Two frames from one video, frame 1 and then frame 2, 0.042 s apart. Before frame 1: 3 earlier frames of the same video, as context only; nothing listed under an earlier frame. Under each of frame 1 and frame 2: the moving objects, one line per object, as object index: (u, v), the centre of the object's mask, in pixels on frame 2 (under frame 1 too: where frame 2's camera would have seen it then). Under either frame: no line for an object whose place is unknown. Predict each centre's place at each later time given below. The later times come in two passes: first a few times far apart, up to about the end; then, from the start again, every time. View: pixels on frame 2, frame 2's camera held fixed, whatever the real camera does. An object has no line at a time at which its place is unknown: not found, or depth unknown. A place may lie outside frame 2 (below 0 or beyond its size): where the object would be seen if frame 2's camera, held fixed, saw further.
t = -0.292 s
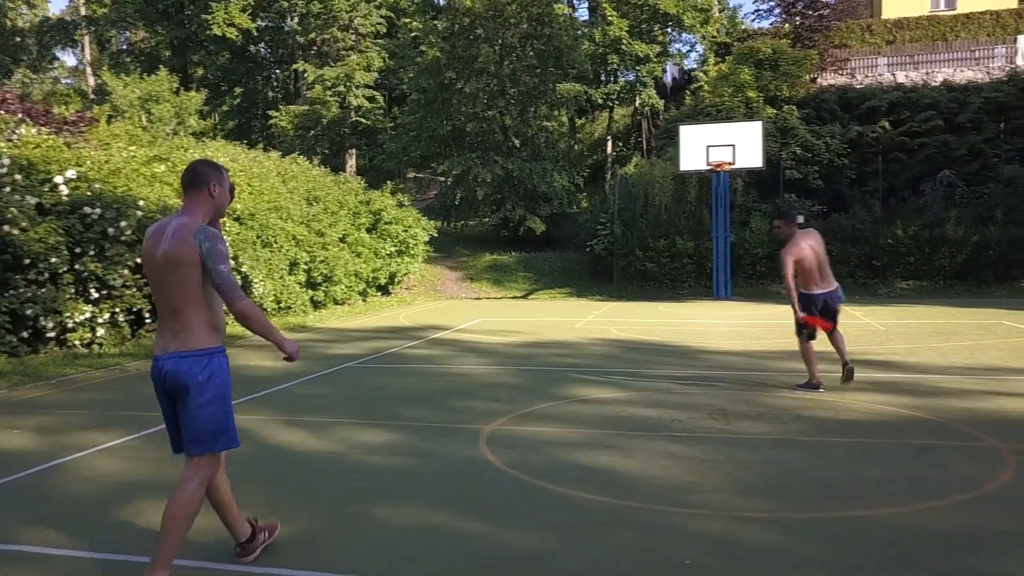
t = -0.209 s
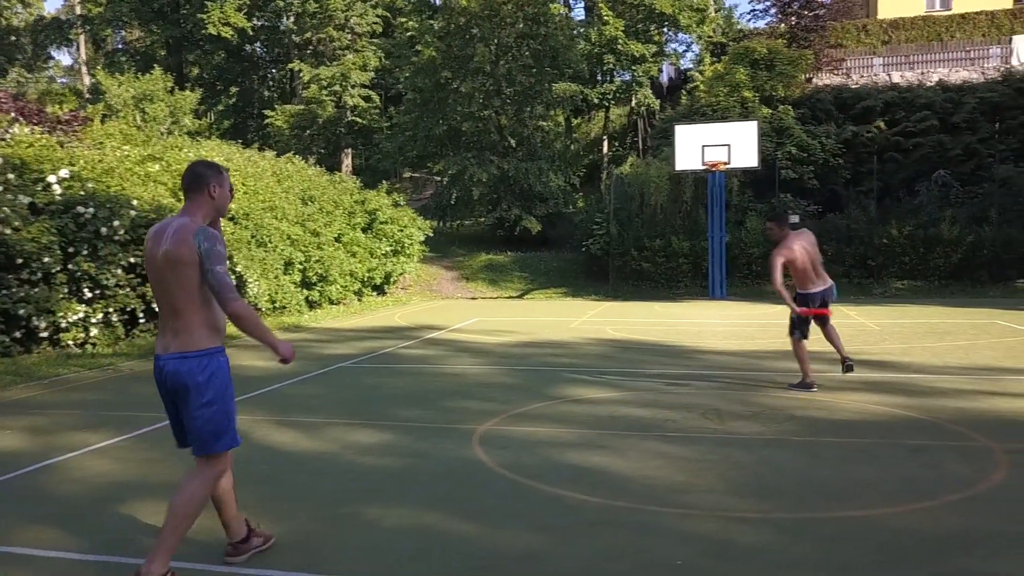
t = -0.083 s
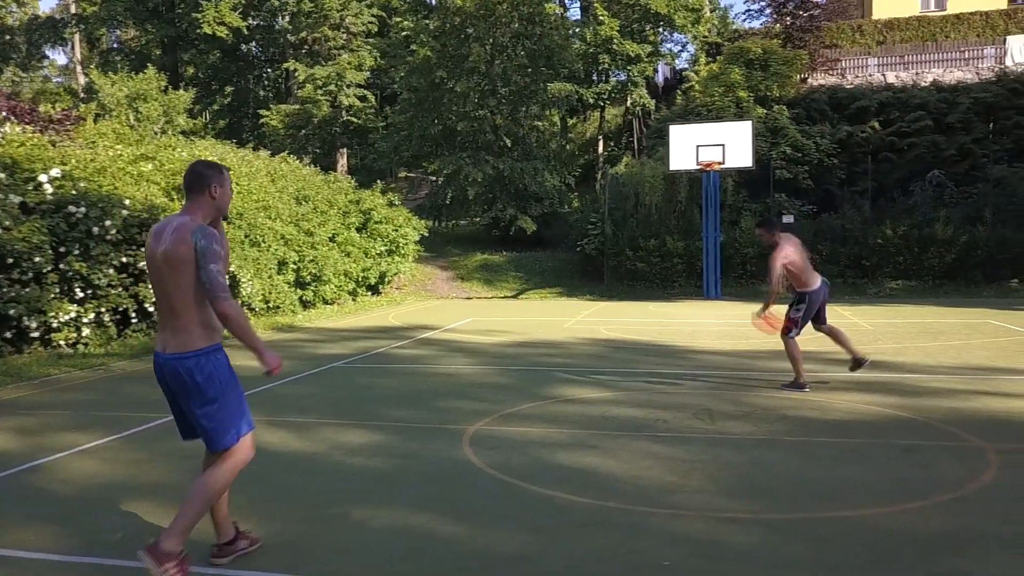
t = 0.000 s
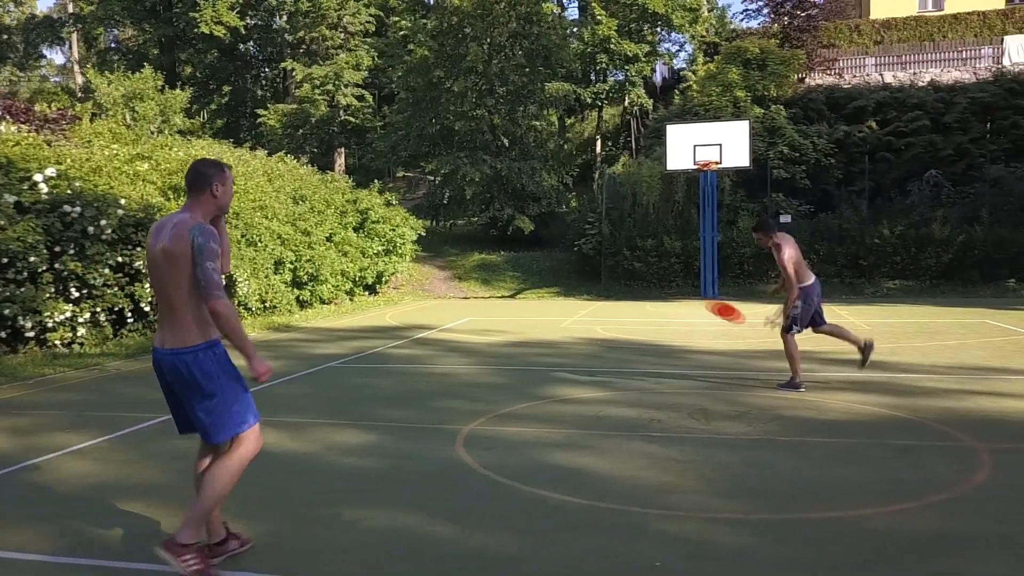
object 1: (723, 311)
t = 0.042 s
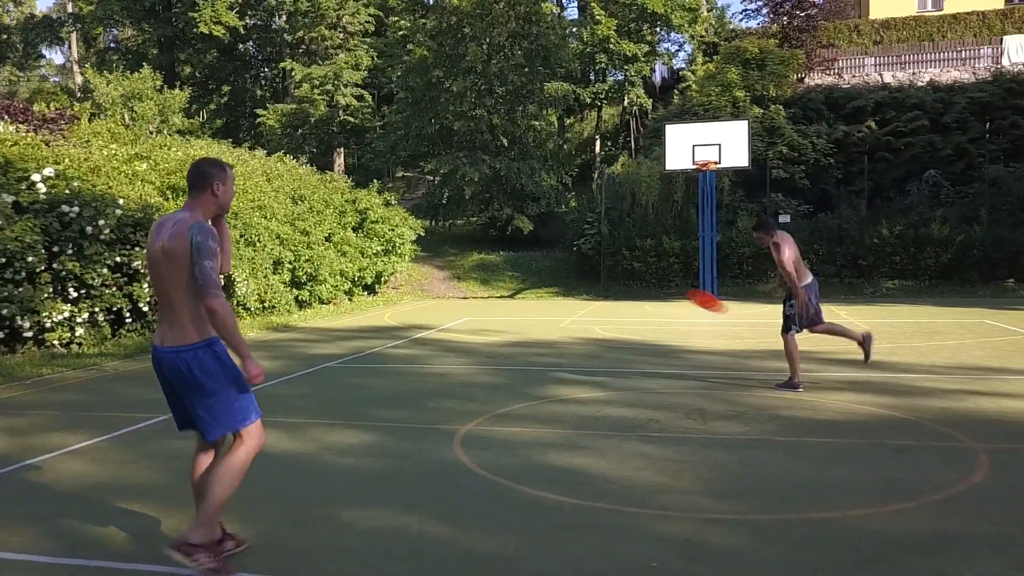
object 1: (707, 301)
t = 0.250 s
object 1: (610, 252)
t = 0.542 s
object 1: (465, 196)
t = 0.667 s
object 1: (401, 181)
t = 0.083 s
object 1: (686, 290)
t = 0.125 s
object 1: (668, 281)
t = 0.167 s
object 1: (650, 271)
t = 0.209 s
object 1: (630, 261)
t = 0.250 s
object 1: (610, 252)
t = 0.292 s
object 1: (590, 242)
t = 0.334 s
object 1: (569, 233)
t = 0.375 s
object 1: (550, 225)
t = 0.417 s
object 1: (530, 218)
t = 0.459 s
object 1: (507, 210)
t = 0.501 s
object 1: (486, 202)
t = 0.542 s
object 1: (465, 196)
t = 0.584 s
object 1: (443, 190)
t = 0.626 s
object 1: (423, 185)
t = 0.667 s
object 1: (401, 181)
